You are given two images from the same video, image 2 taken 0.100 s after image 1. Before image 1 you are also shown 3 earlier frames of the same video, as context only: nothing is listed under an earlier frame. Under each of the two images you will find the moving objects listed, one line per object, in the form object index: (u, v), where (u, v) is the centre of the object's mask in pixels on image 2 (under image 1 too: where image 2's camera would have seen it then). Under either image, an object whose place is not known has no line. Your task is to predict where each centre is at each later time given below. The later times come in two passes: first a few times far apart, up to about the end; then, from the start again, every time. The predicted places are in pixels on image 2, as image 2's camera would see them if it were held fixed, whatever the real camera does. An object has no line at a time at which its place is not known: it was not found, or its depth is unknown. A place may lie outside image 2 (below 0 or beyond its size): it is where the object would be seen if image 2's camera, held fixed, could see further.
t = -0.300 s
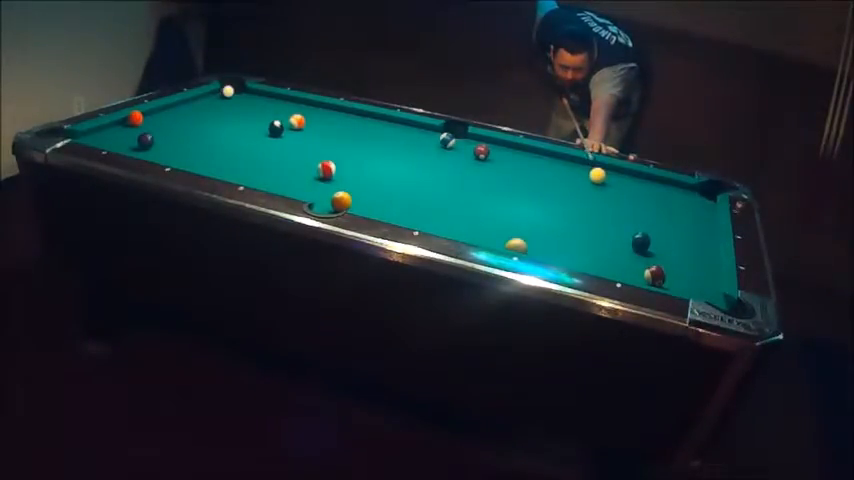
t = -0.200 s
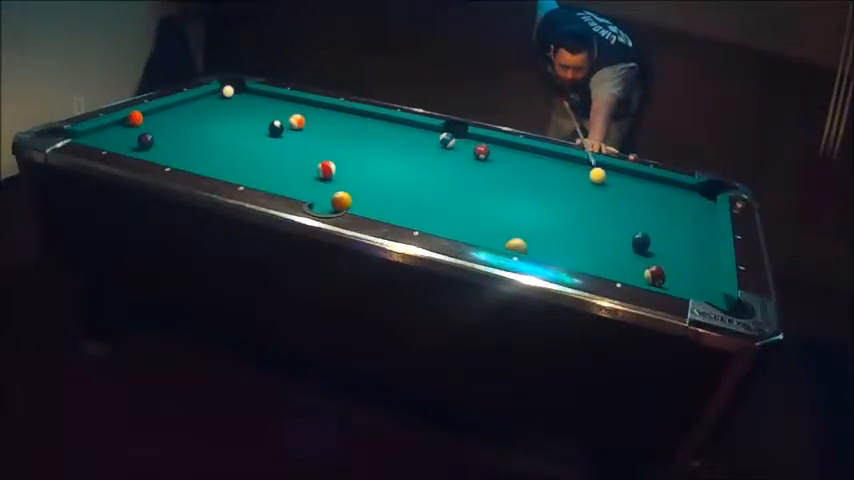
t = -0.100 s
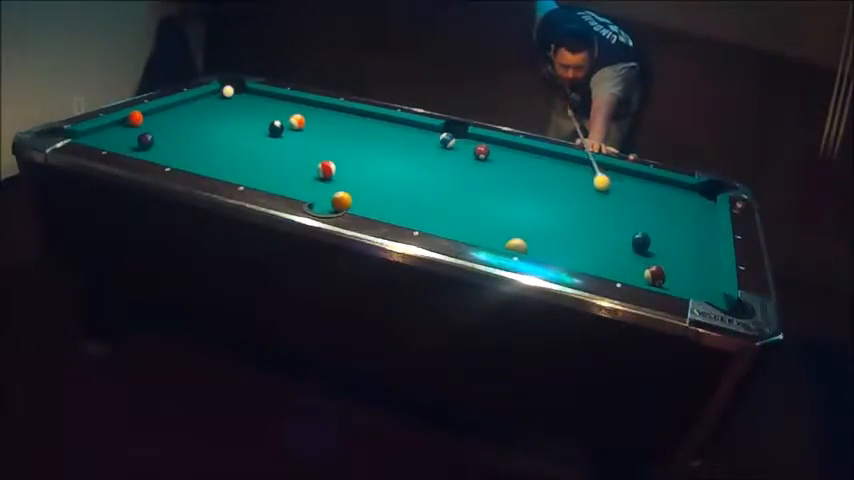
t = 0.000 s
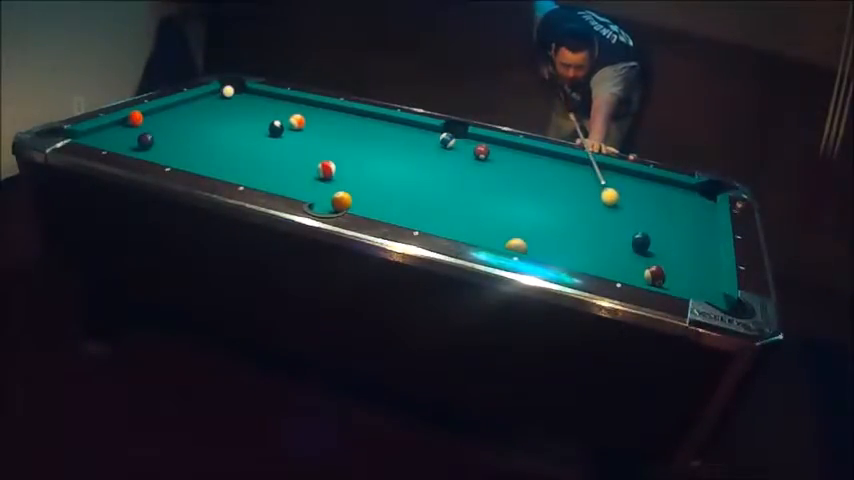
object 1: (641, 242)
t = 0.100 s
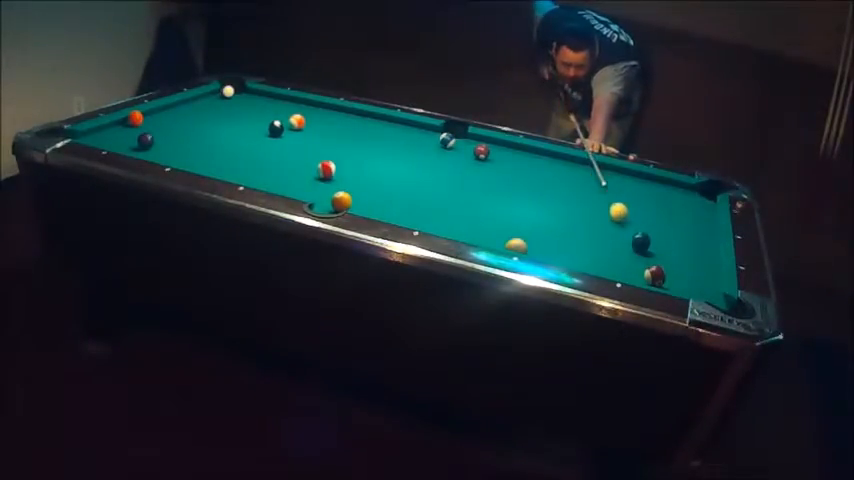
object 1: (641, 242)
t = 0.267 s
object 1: (650, 250)
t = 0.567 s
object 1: (699, 291)
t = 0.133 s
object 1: (641, 242)
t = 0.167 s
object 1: (641, 243)
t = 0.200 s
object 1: (641, 243)
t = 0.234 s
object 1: (642, 244)
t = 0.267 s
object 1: (650, 250)
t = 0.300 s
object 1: (657, 255)
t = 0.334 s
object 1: (663, 259)
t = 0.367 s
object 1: (669, 266)
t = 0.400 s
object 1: (674, 269)
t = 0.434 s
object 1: (679, 274)
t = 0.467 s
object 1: (684, 279)
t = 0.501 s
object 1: (689, 282)
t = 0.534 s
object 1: (694, 287)
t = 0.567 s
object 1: (699, 291)
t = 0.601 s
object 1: (708, 295)
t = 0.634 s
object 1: (713, 301)
